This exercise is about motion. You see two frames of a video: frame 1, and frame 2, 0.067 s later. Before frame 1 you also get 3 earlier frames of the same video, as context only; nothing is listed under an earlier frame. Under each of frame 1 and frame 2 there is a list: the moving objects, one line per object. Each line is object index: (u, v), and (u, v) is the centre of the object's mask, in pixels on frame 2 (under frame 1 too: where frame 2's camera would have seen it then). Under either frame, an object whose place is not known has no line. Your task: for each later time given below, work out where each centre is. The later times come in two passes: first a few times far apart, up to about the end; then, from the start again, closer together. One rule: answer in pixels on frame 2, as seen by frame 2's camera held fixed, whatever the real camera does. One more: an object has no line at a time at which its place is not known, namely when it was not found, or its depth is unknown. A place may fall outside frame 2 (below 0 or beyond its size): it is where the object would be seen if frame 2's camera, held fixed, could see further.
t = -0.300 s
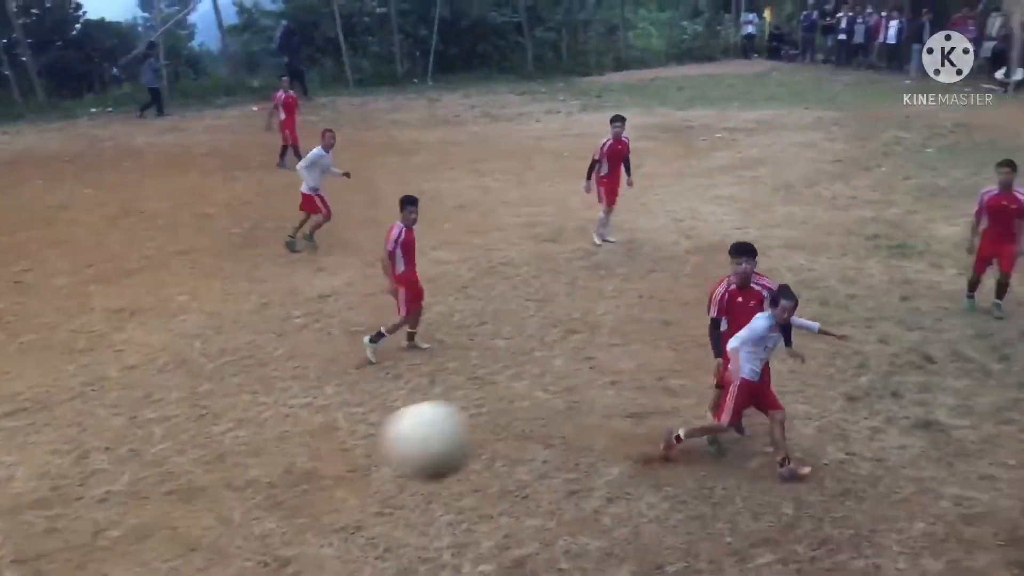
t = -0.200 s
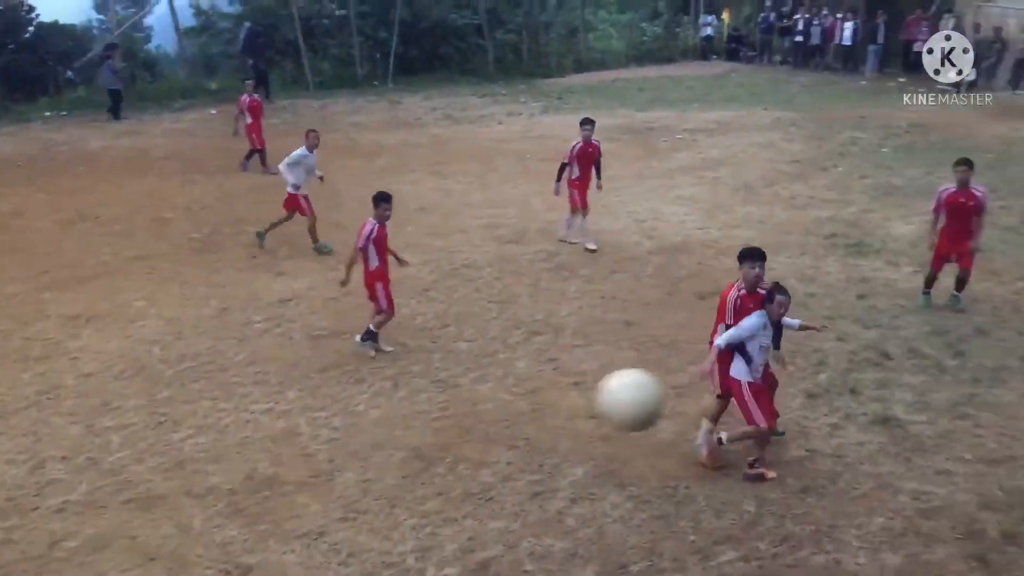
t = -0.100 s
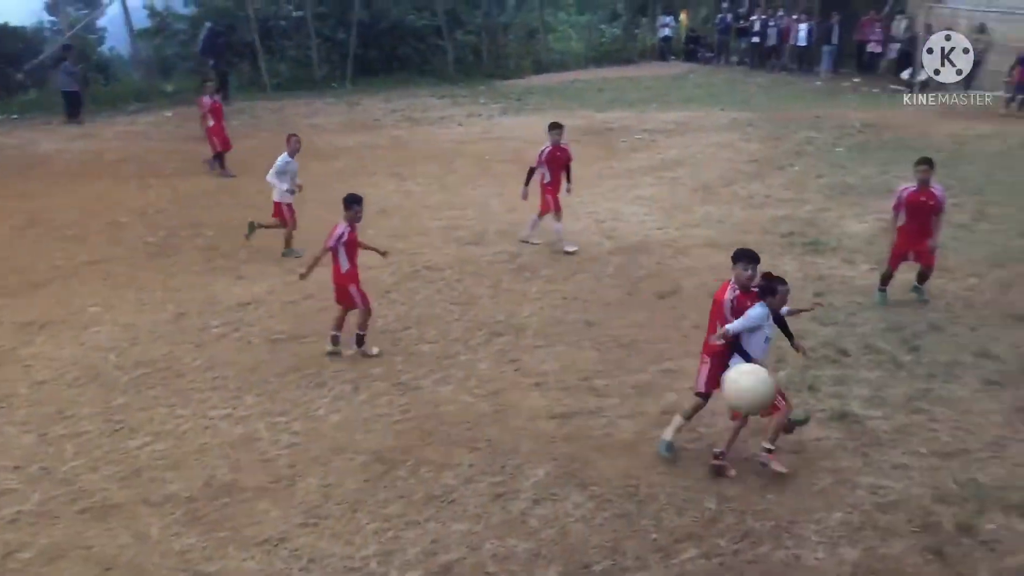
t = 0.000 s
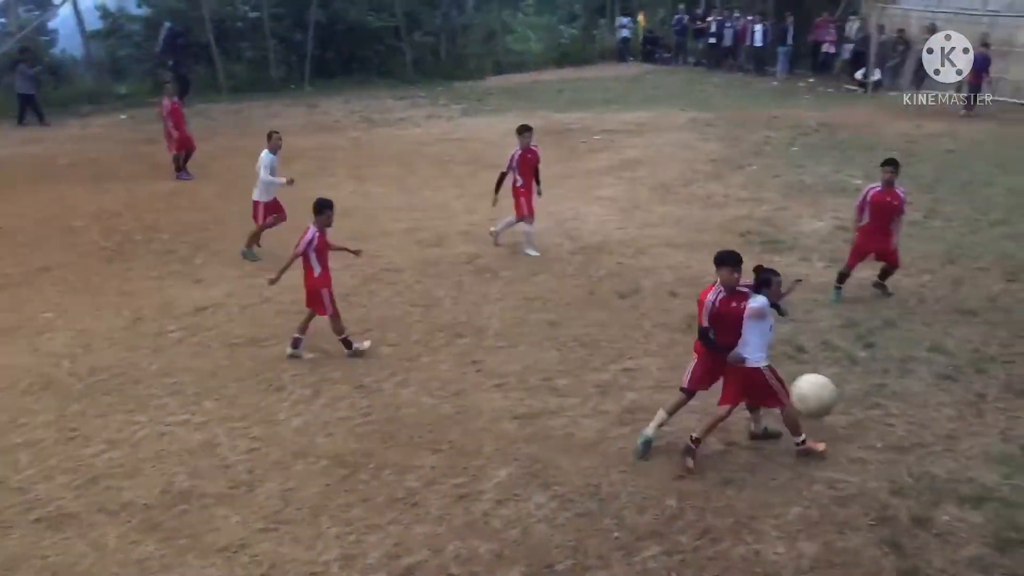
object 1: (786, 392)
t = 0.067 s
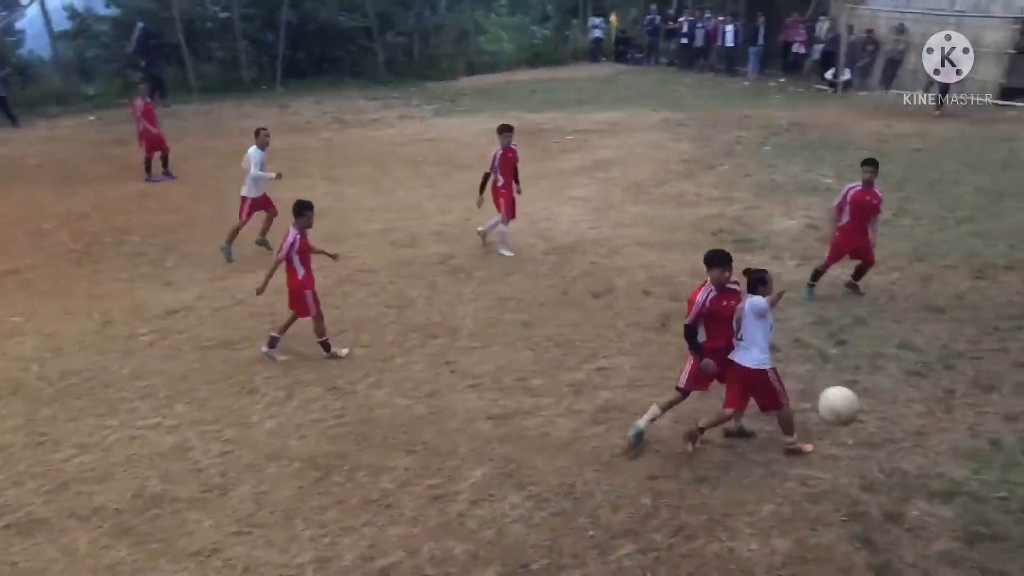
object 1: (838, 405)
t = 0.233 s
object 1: (935, 453)
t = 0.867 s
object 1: (1112, 245)
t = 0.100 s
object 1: (862, 414)
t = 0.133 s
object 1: (883, 423)
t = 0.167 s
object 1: (902, 432)
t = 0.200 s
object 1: (919, 442)
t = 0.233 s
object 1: (935, 453)
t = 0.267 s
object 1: (949, 464)
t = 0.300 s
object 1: (961, 440)
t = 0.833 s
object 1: (1106, 247)
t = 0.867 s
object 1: (1112, 245)
